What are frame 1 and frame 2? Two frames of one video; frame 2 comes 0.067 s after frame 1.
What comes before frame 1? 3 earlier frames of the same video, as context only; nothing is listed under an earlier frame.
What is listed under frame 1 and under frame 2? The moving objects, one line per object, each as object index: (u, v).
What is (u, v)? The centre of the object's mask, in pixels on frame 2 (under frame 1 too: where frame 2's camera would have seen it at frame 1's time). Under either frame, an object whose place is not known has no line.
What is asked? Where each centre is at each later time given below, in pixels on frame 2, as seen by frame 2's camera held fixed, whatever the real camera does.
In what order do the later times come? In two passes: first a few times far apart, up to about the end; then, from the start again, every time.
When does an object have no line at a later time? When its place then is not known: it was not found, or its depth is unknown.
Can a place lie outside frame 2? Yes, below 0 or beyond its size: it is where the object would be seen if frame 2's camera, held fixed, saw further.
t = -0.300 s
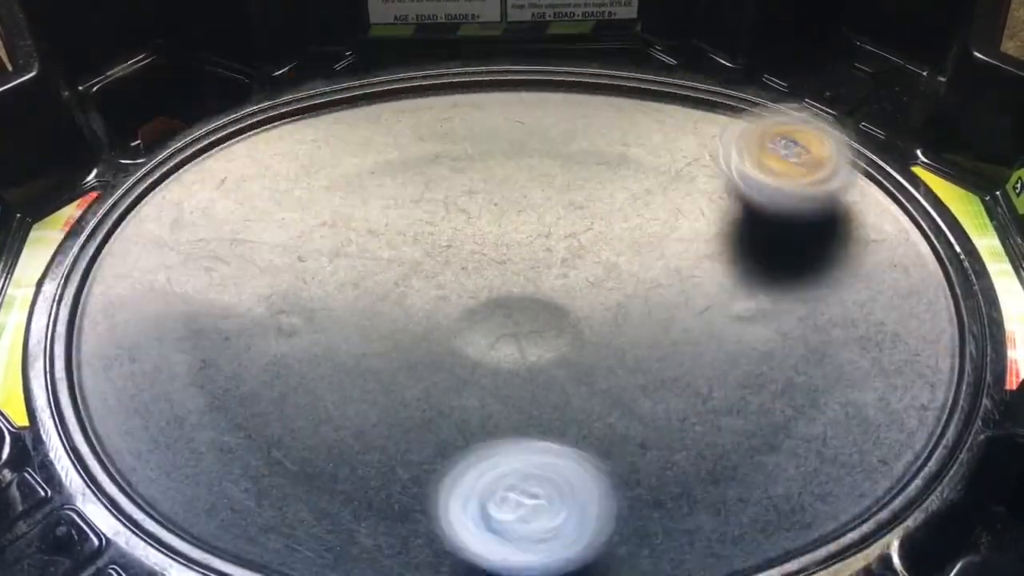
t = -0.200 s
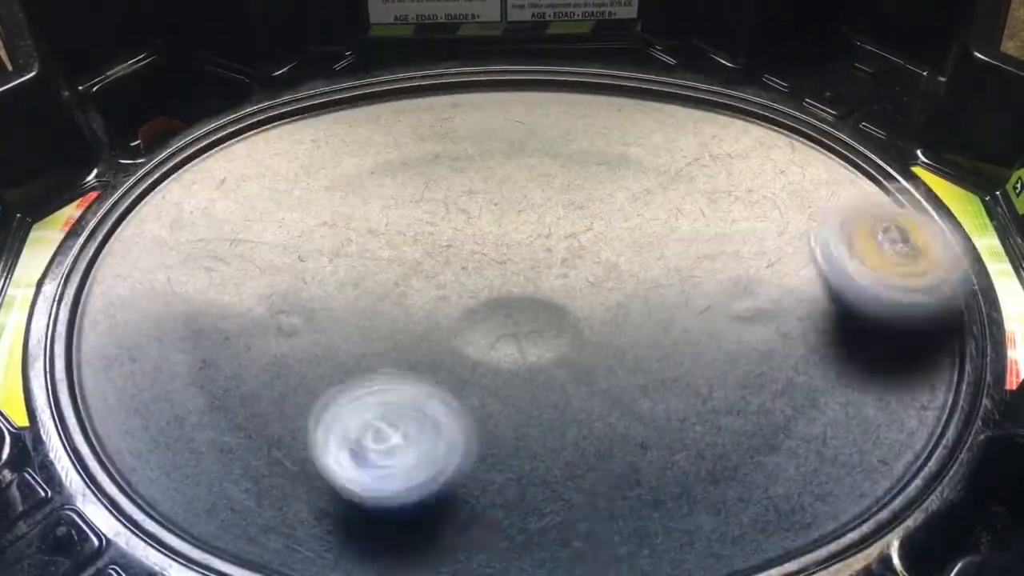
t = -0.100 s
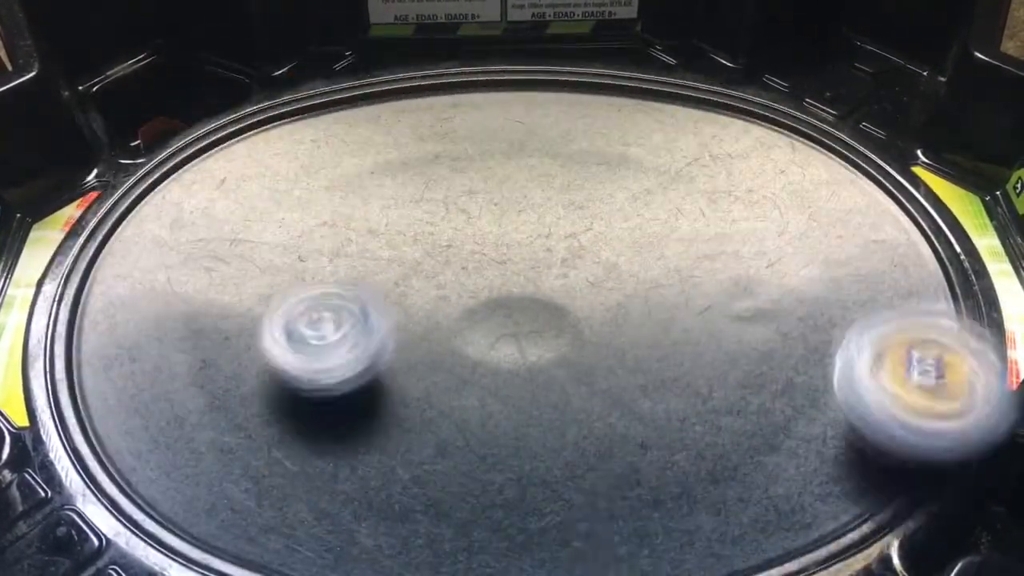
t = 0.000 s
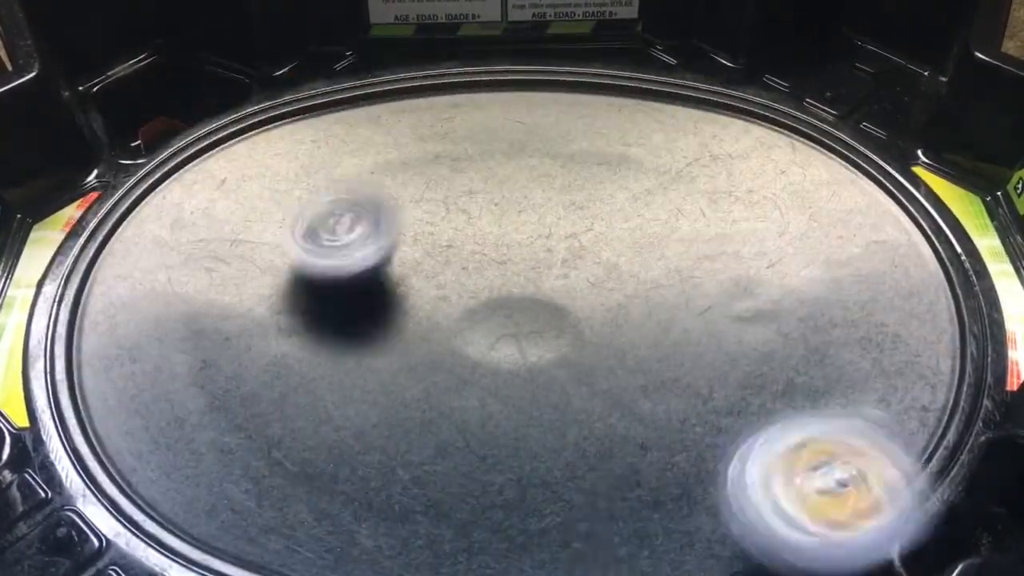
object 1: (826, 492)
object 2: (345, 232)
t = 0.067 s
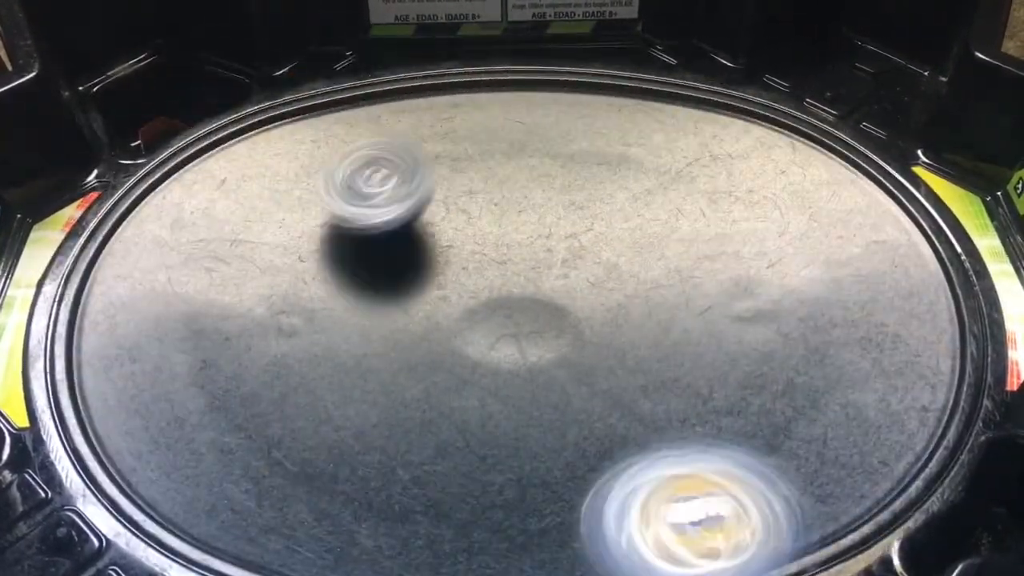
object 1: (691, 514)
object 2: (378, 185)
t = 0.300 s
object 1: (274, 405)
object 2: (567, 113)
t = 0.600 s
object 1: (362, 94)
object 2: (759, 281)
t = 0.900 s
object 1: (739, 110)
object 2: (437, 425)
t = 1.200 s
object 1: (766, 438)
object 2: (224, 248)
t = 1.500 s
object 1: (265, 449)
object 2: (513, 169)
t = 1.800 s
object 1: (217, 152)
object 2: (740, 377)
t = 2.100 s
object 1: (593, 120)
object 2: (460, 470)
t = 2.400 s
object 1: (822, 381)
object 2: (379, 218)
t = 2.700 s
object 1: (438, 515)
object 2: (608, 130)
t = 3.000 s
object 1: (268, 235)
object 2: (727, 323)
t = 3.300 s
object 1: (557, 94)
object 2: (405, 413)
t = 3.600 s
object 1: (826, 263)
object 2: (279, 248)
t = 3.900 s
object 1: (537, 473)
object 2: (537, 189)
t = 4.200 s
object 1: (219, 294)
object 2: (718, 371)
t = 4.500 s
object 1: (420, 113)
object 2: (473, 430)
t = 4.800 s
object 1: (731, 255)
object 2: (404, 216)
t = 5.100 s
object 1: (617, 492)
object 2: (589, 150)
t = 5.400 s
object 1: (283, 359)
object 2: (663, 329)
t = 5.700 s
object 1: (441, 142)
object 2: (399, 409)
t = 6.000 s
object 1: (734, 176)
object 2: (316, 250)
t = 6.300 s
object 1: (679, 418)
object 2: (559, 194)
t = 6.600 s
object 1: (306, 380)
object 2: (725, 336)
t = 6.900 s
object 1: (331, 164)
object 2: (508, 399)
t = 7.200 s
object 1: (627, 192)
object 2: (396, 232)
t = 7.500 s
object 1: (699, 415)
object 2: (546, 176)
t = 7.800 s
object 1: (379, 421)
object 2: (609, 340)
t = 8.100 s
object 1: (393, 195)
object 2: (431, 400)
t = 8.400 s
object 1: (646, 150)
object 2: (413, 264)
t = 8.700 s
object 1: (713, 353)
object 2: (594, 211)
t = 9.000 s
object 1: (400, 411)
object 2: (661, 322)
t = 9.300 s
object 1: (303, 225)
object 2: (469, 356)
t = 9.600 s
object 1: (550, 182)
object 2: (393, 242)
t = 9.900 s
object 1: (709, 351)
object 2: (522, 228)
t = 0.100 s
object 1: (625, 519)
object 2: (402, 169)
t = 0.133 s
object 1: (553, 517)
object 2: (421, 153)
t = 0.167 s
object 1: (483, 510)
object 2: (447, 140)
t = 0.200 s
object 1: (420, 499)
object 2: (476, 129)
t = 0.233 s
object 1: (362, 476)
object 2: (506, 121)
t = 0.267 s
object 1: (312, 443)
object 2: (536, 116)
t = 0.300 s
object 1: (274, 405)
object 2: (567, 113)
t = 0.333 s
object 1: (245, 368)
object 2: (601, 113)
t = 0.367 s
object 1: (230, 322)
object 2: (636, 118)
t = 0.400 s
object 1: (227, 283)
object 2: (667, 125)
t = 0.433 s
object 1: (234, 247)
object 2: (697, 140)
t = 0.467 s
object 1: (248, 206)
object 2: (724, 157)
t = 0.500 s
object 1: (271, 174)
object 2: (744, 185)
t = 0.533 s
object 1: (295, 145)
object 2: (758, 213)
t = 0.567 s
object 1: (327, 116)
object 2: (765, 249)
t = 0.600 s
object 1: (362, 94)
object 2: (759, 281)
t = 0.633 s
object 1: (399, 76)
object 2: (748, 314)
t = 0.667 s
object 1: (439, 65)
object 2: (724, 344)
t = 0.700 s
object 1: (479, 59)
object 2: (694, 370)
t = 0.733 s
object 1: (522, 57)
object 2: (655, 393)
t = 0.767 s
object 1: (569, 59)
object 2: (616, 411)
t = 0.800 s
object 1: (613, 63)
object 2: (570, 422)
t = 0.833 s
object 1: (655, 73)
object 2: (525, 427)
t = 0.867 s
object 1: (700, 89)
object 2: (481, 428)
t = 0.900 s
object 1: (739, 110)
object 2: (437, 425)
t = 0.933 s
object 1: (777, 136)
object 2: (396, 416)
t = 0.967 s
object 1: (807, 170)
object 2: (356, 405)
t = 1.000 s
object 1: (830, 206)
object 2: (318, 389)
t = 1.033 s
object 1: (848, 243)
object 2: (286, 369)
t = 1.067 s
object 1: (853, 282)
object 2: (260, 350)
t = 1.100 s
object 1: (845, 328)
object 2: (236, 327)
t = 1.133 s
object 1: (832, 362)
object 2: (223, 302)
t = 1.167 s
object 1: (802, 406)
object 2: (219, 272)
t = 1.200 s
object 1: (766, 438)
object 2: (224, 248)
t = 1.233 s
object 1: (720, 465)
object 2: (242, 223)
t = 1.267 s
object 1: (666, 490)
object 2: (260, 201)
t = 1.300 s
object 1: (610, 500)
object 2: (289, 182)
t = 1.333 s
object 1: (549, 505)
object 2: (320, 168)
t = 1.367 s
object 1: (484, 506)
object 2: (351, 161)
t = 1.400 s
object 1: (424, 502)
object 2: (391, 155)
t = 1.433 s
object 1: (367, 491)
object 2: (427, 155)
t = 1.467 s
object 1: (314, 471)
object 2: (475, 160)
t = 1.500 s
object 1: (265, 449)
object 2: (513, 169)
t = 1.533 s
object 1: (224, 423)
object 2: (554, 182)
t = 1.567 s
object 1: (190, 393)
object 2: (596, 201)
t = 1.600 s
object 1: (159, 354)
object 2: (626, 217)
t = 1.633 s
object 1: (151, 317)
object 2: (659, 242)
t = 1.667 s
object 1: (150, 279)
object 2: (690, 270)
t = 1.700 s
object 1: (155, 246)
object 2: (709, 295)
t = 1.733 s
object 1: (169, 212)
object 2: (729, 326)
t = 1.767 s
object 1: (191, 179)
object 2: (738, 353)
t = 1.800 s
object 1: (217, 152)
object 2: (740, 377)
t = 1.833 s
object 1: (251, 129)
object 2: (732, 402)
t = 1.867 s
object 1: (289, 110)
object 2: (715, 429)
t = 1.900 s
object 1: (327, 96)
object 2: (694, 450)
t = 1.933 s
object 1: (368, 90)
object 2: (664, 468)
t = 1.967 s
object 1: (413, 87)
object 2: (630, 482)
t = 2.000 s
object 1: (458, 88)
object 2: (587, 489)
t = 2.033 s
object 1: (501, 93)
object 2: (546, 490)
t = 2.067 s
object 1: (546, 104)
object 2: (501, 482)
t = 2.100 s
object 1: (593, 120)
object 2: (460, 470)
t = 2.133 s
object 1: (637, 135)
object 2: (423, 450)
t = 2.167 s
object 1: (680, 157)
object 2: (390, 425)
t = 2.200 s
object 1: (714, 182)
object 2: (366, 396)
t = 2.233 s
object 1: (751, 209)
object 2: (350, 364)
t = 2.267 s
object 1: (779, 239)
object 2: (340, 335)
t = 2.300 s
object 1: (803, 273)
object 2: (341, 305)
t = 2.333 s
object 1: (818, 312)
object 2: (350, 272)
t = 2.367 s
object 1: (826, 345)
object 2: (361, 242)
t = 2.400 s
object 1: (822, 381)
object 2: (379, 218)
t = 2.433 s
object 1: (812, 420)
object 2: (397, 197)
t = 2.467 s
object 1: (791, 454)
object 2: (416, 179)
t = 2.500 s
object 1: (756, 484)
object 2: (441, 163)
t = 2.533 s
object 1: (716, 504)
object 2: (462, 152)
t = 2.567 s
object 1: (670, 514)
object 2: (492, 142)
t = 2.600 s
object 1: (614, 521)
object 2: (519, 135)
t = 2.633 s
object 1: (553, 523)
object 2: (545, 132)
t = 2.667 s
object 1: (495, 521)
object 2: (580, 129)
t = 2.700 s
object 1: (438, 515)
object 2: (608, 130)
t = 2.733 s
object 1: (385, 501)
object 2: (637, 137)
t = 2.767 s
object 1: (336, 479)
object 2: (667, 149)
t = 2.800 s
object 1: (298, 448)
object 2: (694, 166)
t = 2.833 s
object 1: (270, 413)
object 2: (718, 187)
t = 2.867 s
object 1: (249, 380)
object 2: (732, 208)
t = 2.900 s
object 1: (237, 342)
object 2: (743, 238)
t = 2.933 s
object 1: (240, 301)
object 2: (745, 269)
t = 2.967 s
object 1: (250, 269)
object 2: (741, 295)
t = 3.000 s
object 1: (268, 235)
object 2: (727, 323)
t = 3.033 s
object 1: (287, 204)
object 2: (705, 353)
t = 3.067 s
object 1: (313, 177)
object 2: (676, 374)
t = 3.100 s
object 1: (344, 156)
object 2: (640, 395)
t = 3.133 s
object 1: (374, 136)
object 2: (602, 410)
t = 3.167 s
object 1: (406, 119)
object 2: (562, 418)
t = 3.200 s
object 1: (444, 108)
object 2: (520, 424)
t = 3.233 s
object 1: (479, 99)
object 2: (481, 425)
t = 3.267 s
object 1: (517, 95)
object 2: (442, 421)
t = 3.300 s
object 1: (557, 94)
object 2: (405, 413)
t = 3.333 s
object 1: (595, 95)
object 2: (372, 403)
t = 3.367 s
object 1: (632, 100)
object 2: (344, 389)
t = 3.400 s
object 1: (671, 110)
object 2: (316, 371)
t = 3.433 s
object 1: (710, 124)
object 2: (296, 353)
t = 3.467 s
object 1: (742, 142)
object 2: (278, 332)
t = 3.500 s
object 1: (772, 166)
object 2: (269, 312)
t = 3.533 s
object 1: (799, 192)
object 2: (265, 288)
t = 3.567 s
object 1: (816, 226)
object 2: (269, 269)
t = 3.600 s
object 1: (826, 263)
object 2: (279, 248)
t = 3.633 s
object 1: (827, 298)
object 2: (294, 226)
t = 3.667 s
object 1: (818, 330)
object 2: (315, 207)
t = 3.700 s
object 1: (800, 364)
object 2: (339, 192)
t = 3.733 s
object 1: (770, 397)
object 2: (365, 183)
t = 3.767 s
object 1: (735, 425)
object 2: (395, 179)
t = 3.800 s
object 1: (688, 445)
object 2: (435, 176)
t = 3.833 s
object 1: (640, 460)
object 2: (467, 175)
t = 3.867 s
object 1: (589, 469)
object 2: (502, 180)
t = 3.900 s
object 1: (537, 473)
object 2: (537, 189)
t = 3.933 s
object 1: (486, 471)
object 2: (569, 199)
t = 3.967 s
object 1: (432, 460)
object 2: (605, 216)
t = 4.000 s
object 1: (380, 447)
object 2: (634, 234)
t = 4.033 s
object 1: (337, 432)
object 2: (660, 254)
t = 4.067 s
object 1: (297, 407)
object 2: (682, 275)
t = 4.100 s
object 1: (268, 383)
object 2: (699, 301)
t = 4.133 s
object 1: (244, 356)
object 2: (713, 327)
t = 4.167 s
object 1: (226, 324)
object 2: (719, 350)
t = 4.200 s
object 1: (219, 294)
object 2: (718, 371)
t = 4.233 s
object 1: (219, 262)
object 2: (709, 393)
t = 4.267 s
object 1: (226, 233)
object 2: (695, 412)
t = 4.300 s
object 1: (240, 203)
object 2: (672, 429)
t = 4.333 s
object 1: (260, 179)
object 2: (645, 442)
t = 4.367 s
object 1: (287, 158)
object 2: (614, 451)
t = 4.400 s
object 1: (314, 139)
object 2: (579, 454)
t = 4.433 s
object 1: (349, 125)
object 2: (544, 451)
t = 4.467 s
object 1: (383, 118)
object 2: (507, 443)
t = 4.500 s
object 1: (420, 113)
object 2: (473, 430)
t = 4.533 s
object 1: (459, 114)
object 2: (442, 413)
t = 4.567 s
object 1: (496, 118)
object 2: (418, 391)
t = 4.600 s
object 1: (538, 127)
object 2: (398, 367)
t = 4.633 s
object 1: (575, 140)
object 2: (386, 342)
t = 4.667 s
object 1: (614, 155)
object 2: (380, 314)
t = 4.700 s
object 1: (650, 176)
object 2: (379, 288)
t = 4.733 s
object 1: (679, 200)
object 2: (384, 263)
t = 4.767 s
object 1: (709, 226)
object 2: (392, 241)
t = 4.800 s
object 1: (731, 255)
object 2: (404, 216)
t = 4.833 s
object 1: (744, 284)
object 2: (418, 200)
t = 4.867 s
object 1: (757, 315)
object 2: (437, 182)
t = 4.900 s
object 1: (761, 344)
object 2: (454, 170)
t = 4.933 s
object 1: (755, 376)
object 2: (473, 159)
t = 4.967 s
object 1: (743, 404)
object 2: (495, 151)
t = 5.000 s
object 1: (724, 433)
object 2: (518, 146)
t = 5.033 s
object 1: (696, 456)
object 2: (542, 144)
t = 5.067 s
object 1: (658, 478)
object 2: (565, 146)
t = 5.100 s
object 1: (617, 492)
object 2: (589, 150)
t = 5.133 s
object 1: (571, 500)
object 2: (612, 159)
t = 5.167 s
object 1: (521, 502)
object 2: (634, 171)
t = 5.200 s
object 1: (474, 499)
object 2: (653, 188)
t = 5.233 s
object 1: (427, 489)
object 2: (667, 208)
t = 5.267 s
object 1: (385, 471)
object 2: (678, 230)
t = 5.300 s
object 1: (347, 448)
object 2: (683, 257)
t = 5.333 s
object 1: (317, 422)
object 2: (680, 280)
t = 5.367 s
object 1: (294, 390)
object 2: (675, 306)
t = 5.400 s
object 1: (283, 359)
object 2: (663, 329)
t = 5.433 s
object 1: (278, 327)
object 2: (645, 350)
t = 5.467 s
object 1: (285, 295)
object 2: (619, 371)
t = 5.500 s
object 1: (297, 264)
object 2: (591, 389)
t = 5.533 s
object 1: (313, 235)
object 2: (561, 401)
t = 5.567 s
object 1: (333, 212)
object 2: (529, 411)
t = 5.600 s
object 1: (356, 189)
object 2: (496, 416)
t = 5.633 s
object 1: (383, 169)
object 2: (463, 418)
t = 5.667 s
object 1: (411, 155)
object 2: (430, 415)
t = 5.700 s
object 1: (441, 142)
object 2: (399, 409)
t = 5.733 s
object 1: (474, 131)
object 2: (369, 401)
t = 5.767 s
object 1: (508, 125)
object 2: (342, 388)
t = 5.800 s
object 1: (543, 122)
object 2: (321, 373)
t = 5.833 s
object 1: (576, 122)
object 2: (304, 355)
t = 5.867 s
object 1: (612, 125)
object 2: (293, 332)
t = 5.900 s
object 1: (645, 131)
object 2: (289, 311)
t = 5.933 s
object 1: (679, 142)
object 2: (291, 288)
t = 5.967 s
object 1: (708, 157)
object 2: (300, 267)
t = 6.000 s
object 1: (734, 176)
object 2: (316, 250)
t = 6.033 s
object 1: (755, 201)
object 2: (334, 233)
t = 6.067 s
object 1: (773, 226)
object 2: (357, 221)
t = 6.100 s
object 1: (784, 258)
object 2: (380, 207)
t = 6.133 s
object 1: (789, 286)
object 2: (409, 197)
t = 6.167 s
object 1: (783, 317)
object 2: (439, 190)
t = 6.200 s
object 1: (767, 347)
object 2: (472, 187)
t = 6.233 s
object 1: (744, 375)
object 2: (501, 188)
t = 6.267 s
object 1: (714, 398)
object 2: (532, 191)
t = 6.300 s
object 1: (679, 418)
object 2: (559, 194)
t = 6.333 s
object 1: (637, 432)
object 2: (587, 200)
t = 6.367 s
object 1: (594, 442)
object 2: (617, 211)
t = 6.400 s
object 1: (547, 446)
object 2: (644, 224)
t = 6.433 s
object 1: (501, 445)
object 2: (667, 241)
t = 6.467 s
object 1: (456, 440)
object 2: (688, 258)
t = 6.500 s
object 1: (411, 430)
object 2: (703, 275)
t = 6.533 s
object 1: (371, 417)
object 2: (713, 293)
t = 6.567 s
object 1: (340, 402)
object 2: (723, 315)
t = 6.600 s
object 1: (306, 380)
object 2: (725, 336)
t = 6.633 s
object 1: (282, 356)
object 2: (719, 357)
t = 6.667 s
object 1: (266, 331)
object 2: (705, 376)
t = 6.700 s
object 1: (256, 302)
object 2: (687, 390)
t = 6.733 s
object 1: (253, 274)
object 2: (665, 401)
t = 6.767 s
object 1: (256, 247)
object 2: (639, 410)
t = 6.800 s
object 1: (268, 222)
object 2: (607, 415)
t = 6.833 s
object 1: (284, 203)
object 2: (573, 414)
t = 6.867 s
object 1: (305, 178)
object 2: (540, 409)
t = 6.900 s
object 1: (331, 164)
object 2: (508, 399)
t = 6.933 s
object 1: (363, 150)
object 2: (478, 388)
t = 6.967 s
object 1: (390, 141)
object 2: (452, 371)
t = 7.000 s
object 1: (424, 137)
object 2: (435, 352)
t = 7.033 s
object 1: (461, 136)
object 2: (419, 337)
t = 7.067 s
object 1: (495, 140)
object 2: (405, 315)
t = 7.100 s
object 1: (528, 149)
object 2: (396, 291)
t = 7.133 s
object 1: (564, 161)
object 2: (392, 275)
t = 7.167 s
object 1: (599, 175)
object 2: (393, 255)
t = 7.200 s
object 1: (627, 192)
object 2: (396, 232)
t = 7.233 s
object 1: (651, 212)
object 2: (407, 211)
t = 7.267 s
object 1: (676, 234)
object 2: (417, 200)
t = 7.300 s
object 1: (696, 258)
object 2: (430, 187)
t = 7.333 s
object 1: (712, 283)
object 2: (443, 175)
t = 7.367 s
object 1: (721, 313)
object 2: (461, 168)
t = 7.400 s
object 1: (727, 336)
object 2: (483, 165)
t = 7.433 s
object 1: (725, 363)
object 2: (503, 164)
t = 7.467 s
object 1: (717, 390)
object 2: (525, 167)
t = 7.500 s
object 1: (699, 415)
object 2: (546, 176)
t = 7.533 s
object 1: (675, 436)
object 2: (566, 186)
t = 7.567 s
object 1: (646, 452)
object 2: (581, 199)
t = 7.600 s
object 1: (610, 466)
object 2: (598, 219)
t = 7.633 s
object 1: (569, 473)
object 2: (608, 239)
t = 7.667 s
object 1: (528, 476)
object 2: (616, 255)
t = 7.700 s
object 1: (486, 470)
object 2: (622, 278)
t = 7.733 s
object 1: (447, 458)
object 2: (621, 301)
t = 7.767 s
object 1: (409, 442)
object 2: (617, 319)
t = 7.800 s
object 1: (379, 421)
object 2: (609, 340)
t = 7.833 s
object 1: (356, 399)
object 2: (594, 359)
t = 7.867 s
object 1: (338, 373)
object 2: (580, 371)
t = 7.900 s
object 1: (331, 341)
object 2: (564, 384)
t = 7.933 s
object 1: (329, 313)
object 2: (544, 394)
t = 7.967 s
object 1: (334, 285)
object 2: (522, 402)
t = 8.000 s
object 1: (342, 261)
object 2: (499, 408)
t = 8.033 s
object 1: (355, 234)
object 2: (475, 408)
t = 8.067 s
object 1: (374, 211)
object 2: (456, 406)
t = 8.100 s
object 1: (393, 195)
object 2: (431, 400)
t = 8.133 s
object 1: (416, 178)
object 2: (413, 390)
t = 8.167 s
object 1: (440, 165)
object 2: (397, 379)
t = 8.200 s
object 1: (466, 154)
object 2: (384, 361)
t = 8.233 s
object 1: (495, 144)
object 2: (384, 347)
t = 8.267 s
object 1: (524, 138)
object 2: (378, 330)
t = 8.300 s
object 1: (552, 136)
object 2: (380, 310)
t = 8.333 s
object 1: (581, 136)
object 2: (388, 295)
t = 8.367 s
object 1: (614, 141)
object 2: (398, 275)
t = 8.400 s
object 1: (646, 150)
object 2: (413, 264)
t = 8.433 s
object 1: (672, 162)
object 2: (426, 250)
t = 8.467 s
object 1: (694, 178)
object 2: (446, 237)
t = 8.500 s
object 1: (714, 202)
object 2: (467, 227)
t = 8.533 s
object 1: (733, 222)
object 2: (487, 218)
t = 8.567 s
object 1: (740, 250)
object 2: (508, 214)
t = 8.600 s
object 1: (743, 276)
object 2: (528, 209)
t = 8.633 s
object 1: (740, 305)
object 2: (552, 208)
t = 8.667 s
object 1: (729, 329)
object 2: (572, 207)
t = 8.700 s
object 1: (713, 353)
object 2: (594, 211)
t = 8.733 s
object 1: (687, 373)
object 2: (612, 218)
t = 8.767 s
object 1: (657, 392)
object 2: (632, 227)
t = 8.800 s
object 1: (626, 408)
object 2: (647, 236)
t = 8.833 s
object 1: (591, 419)
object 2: (658, 247)
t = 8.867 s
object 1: (552, 424)
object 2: (668, 262)
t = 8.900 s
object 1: (511, 427)
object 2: (673, 277)
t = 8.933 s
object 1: (476, 428)
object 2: (672, 293)
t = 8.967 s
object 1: (437, 421)
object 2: (669, 305)
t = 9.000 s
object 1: (400, 411)
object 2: (661, 322)
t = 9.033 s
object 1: (369, 400)
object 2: (650, 336)
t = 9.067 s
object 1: (340, 383)
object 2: (631, 348)
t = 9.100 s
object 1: (315, 364)
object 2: (614, 354)
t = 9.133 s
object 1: (298, 343)
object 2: (591, 363)
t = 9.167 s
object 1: (286, 320)
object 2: (566, 367)
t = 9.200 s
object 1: (281, 294)
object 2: (538, 369)
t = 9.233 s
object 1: (282, 271)
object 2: (517, 365)
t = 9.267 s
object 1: (289, 248)
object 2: (493, 363)
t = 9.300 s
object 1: (303, 225)
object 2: (469, 356)
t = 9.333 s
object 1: (321, 208)
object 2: (446, 348)
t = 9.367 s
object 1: (344, 193)
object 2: (430, 336)
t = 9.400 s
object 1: (368, 182)
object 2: (413, 325)
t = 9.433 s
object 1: (397, 175)
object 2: (402, 311)
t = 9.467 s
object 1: (427, 168)
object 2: (393, 295)
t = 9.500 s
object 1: (458, 168)
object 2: (391, 284)
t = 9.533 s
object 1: (492, 170)
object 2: (388, 268)
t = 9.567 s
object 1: (521, 174)
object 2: (386, 256)
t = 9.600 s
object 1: (550, 182)
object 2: (393, 242)
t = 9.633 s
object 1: (582, 192)
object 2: (400, 233)
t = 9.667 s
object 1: (608, 205)
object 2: (410, 224)
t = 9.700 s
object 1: (634, 220)
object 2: (423, 217)
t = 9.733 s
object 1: (658, 239)
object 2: (439, 213)
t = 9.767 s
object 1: (674, 258)
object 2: (454, 212)
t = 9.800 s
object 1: (690, 282)
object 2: (470, 211)
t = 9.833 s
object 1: (699, 304)
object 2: (487, 212)
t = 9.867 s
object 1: (707, 326)
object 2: (507, 220)
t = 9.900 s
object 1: (709, 351)
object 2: (522, 228)
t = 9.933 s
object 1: (706, 373)
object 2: (539, 237)
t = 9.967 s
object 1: (693, 394)
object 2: (553, 247)
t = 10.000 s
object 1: (674, 414)
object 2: (565, 259)
